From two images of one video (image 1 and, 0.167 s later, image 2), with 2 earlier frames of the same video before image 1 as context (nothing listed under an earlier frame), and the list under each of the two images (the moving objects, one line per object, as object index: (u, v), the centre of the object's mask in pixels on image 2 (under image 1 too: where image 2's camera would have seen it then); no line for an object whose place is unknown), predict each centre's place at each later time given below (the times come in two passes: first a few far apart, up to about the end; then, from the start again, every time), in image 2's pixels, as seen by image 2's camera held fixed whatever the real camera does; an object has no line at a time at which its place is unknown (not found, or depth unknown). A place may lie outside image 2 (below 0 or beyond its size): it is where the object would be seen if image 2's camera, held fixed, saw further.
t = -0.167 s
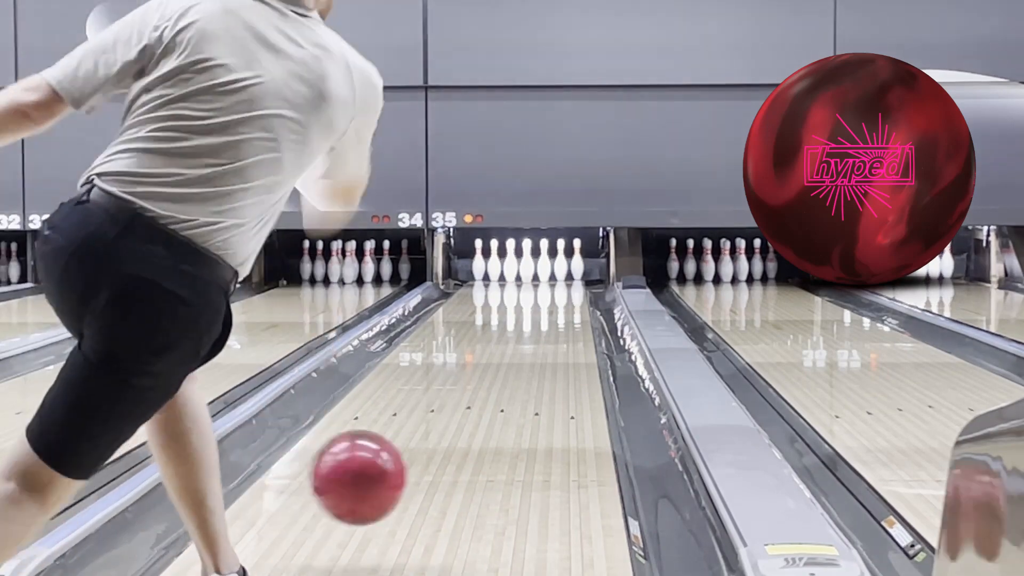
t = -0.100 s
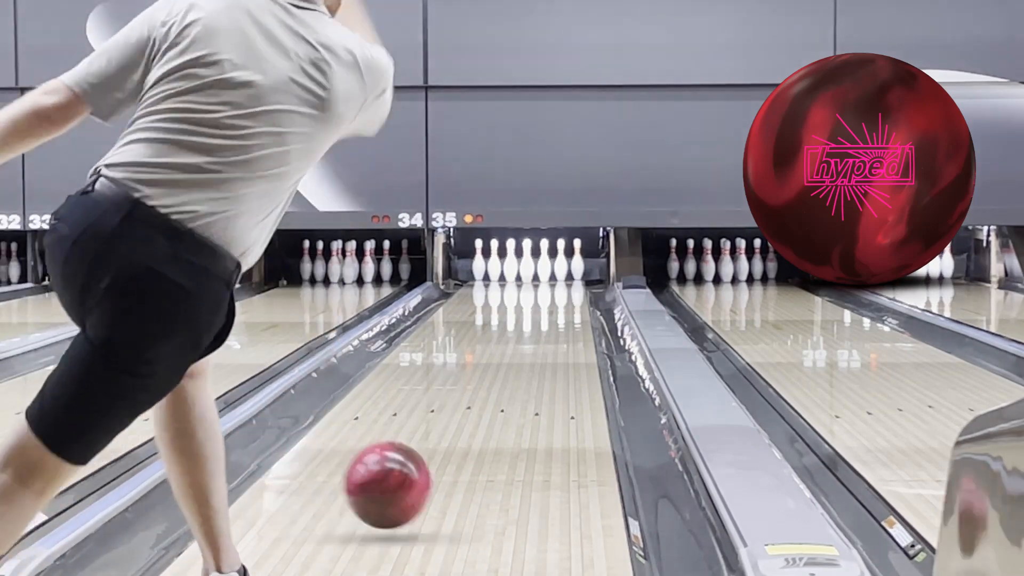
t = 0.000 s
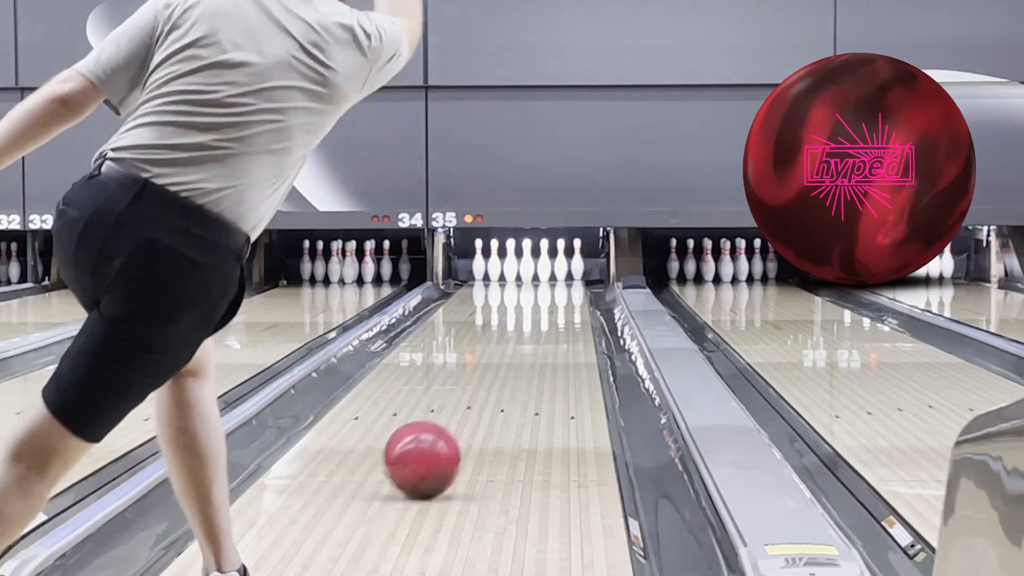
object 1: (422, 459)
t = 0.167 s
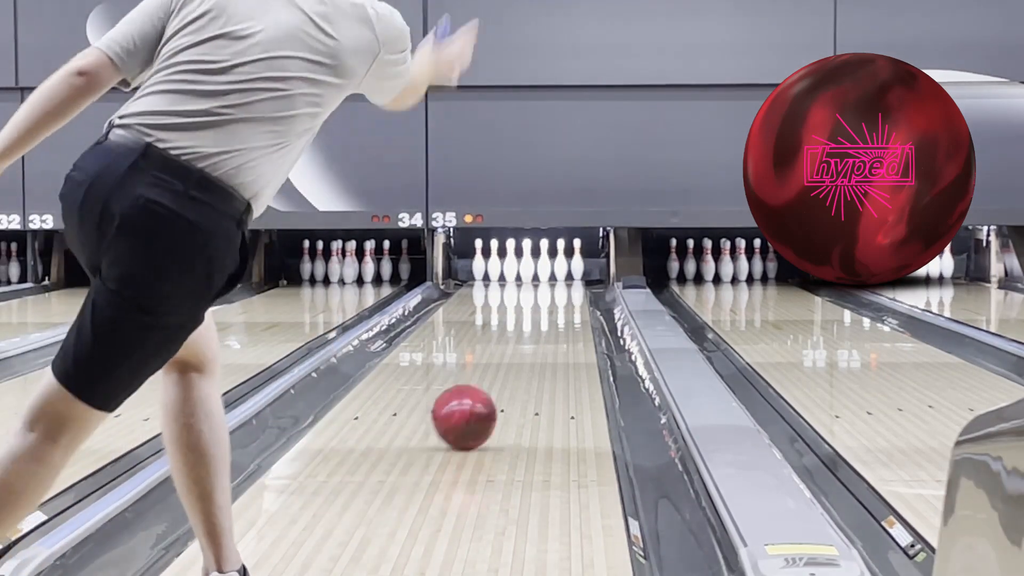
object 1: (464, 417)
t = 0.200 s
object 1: (471, 410)
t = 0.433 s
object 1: (508, 370)
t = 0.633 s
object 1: (529, 346)
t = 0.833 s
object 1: (544, 328)
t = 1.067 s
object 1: (556, 312)
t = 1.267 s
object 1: (562, 301)
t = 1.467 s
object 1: (563, 292)
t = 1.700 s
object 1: (559, 283)
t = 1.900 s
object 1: (550, 277)
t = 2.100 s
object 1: (539, 272)
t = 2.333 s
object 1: (549, 268)
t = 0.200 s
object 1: (471, 410)
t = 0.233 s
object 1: (478, 403)
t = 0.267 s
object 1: (483, 397)
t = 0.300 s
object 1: (489, 391)
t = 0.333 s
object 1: (494, 385)
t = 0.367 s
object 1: (499, 380)
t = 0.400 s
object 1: (504, 375)
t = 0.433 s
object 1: (508, 370)
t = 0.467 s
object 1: (512, 365)
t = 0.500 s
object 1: (516, 361)
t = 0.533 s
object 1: (519, 357)
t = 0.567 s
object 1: (523, 354)
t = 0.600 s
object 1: (526, 350)
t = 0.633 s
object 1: (529, 346)
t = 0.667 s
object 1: (532, 343)
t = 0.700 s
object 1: (535, 340)
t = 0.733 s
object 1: (538, 337)
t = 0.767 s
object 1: (540, 333)
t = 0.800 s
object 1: (542, 331)
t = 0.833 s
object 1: (544, 328)
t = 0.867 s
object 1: (547, 325)
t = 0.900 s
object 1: (548, 323)
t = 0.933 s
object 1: (550, 321)
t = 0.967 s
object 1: (552, 318)
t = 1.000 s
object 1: (553, 316)
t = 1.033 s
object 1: (555, 314)
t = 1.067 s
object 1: (556, 312)
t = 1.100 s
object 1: (557, 310)
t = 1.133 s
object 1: (558, 308)
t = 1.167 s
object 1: (559, 306)
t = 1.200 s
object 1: (560, 305)
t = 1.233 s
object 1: (561, 303)
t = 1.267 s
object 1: (562, 301)
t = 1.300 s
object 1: (562, 299)
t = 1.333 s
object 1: (563, 298)
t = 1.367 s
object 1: (563, 296)
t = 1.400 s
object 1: (563, 295)
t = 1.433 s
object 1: (563, 294)
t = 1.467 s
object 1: (563, 292)
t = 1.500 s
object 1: (563, 290)
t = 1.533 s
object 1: (562, 289)
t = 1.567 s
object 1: (562, 288)
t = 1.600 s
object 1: (561, 287)
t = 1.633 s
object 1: (561, 285)
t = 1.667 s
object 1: (560, 284)
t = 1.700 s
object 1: (559, 283)
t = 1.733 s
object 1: (558, 282)
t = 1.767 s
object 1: (557, 281)
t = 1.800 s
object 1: (555, 280)
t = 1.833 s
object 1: (554, 279)
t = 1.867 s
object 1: (552, 278)
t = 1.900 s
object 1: (550, 277)
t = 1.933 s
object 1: (548, 276)
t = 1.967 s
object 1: (547, 275)
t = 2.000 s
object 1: (545, 274)
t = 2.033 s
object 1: (543, 273)
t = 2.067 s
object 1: (540, 273)
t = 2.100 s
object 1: (539, 272)
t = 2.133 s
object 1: (539, 271)
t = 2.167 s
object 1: (541, 270)
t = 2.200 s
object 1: (541, 270)
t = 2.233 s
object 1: (543, 269)
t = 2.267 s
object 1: (544, 269)
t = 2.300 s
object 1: (546, 269)
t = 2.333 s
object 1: (549, 268)
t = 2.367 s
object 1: (551, 268)
